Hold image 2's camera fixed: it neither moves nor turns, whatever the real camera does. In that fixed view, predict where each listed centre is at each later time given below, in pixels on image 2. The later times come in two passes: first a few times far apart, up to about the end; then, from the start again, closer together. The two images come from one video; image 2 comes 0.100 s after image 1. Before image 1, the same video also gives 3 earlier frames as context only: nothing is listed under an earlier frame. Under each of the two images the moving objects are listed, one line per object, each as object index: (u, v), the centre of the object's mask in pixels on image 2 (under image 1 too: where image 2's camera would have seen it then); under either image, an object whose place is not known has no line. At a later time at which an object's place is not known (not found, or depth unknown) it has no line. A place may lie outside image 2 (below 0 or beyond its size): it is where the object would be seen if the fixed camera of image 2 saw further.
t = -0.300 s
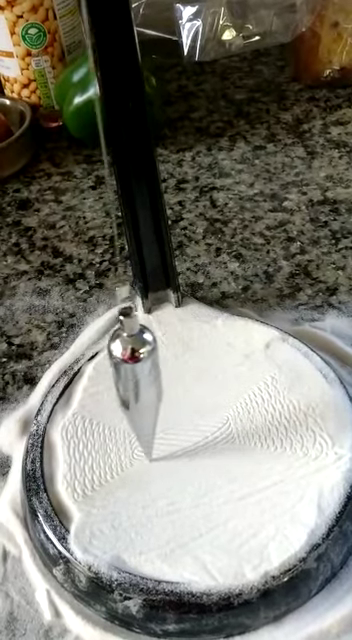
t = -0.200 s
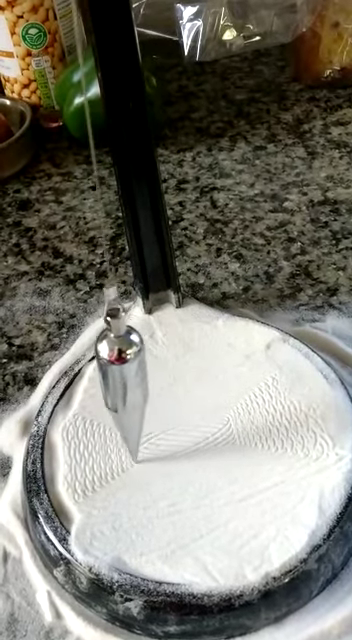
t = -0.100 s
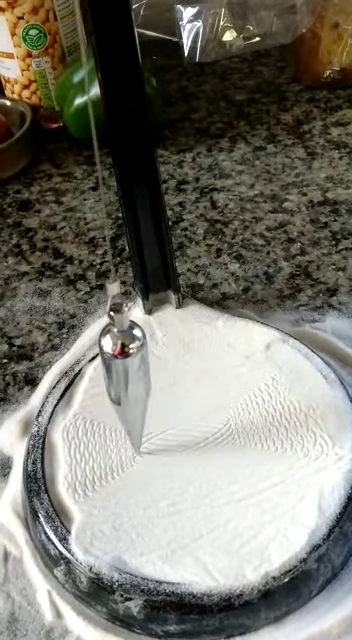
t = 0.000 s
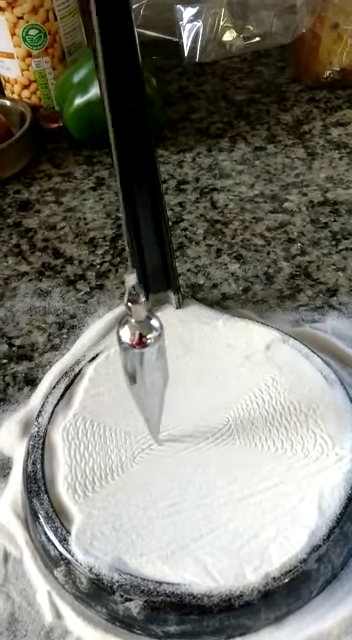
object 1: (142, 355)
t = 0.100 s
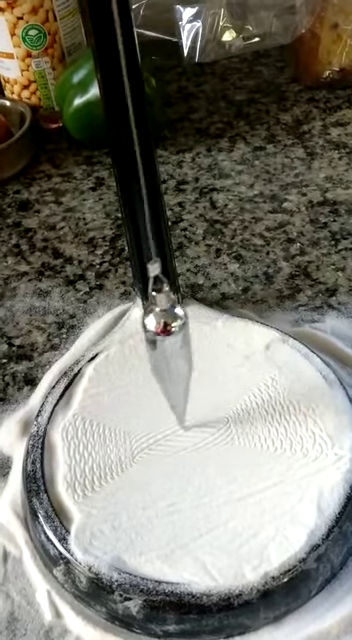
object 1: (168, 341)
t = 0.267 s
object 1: (204, 331)
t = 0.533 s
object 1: (187, 347)
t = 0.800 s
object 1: (124, 374)
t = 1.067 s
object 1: (152, 355)
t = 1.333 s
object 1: (208, 330)
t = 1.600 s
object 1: (178, 347)
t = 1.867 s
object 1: (123, 374)
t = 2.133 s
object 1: (163, 355)
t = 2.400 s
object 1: (210, 331)
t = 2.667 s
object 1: (167, 346)
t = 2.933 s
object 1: (122, 373)
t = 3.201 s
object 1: (173, 355)
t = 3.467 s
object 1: (211, 332)
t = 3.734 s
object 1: (157, 347)
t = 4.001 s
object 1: (124, 372)
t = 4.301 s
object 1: (192, 352)
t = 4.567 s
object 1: (204, 333)
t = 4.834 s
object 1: (139, 350)
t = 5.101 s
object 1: (134, 370)
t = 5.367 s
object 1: (200, 352)
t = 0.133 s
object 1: (177, 339)
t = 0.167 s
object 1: (185, 336)
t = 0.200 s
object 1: (192, 334)
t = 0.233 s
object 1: (199, 332)
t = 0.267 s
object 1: (204, 331)
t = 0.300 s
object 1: (208, 331)
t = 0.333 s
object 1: (210, 330)
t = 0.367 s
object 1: (210, 332)
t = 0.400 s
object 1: (209, 334)
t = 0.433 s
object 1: (205, 337)
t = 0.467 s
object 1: (200, 339)
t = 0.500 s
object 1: (194, 343)
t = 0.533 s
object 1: (187, 347)
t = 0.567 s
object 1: (178, 352)
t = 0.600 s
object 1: (169, 357)
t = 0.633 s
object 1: (160, 361)
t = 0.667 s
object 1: (151, 364)
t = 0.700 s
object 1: (142, 369)
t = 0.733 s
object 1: (135, 370)
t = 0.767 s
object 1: (129, 373)
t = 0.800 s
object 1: (124, 374)
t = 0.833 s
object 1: (122, 374)
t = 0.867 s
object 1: (121, 373)
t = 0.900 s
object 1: (122, 372)
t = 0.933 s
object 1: (126, 370)
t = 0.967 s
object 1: (130, 367)
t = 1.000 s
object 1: (137, 363)
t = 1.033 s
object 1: (144, 359)
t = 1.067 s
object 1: (152, 355)
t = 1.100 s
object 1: (161, 350)
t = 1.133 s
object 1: (169, 345)
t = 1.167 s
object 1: (178, 343)
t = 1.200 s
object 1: (186, 340)
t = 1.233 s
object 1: (193, 336)
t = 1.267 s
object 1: (199, 333)
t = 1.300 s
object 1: (204, 331)
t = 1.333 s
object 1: (208, 330)
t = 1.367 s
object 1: (210, 330)
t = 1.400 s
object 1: (210, 330)
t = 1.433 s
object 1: (208, 332)
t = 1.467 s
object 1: (205, 333)
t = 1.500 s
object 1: (200, 337)
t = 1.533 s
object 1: (193, 340)
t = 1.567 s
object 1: (186, 343)
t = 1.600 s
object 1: (178, 347)
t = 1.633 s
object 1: (168, 351)
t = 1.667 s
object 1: (159, 356)
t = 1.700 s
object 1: (151, 361)
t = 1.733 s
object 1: (142, 364)
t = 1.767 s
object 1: (135, 367)
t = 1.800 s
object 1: (129, 371)
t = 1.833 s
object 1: (125, 373)
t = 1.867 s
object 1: (123, 374)
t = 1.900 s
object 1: (123, 375)
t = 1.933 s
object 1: (124, 374)
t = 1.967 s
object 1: (127, 372)
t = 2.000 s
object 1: (132, 370)
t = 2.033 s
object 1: (139, 368)
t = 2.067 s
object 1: (146, 363)
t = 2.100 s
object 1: (154, 359)
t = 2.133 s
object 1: (163, 355)
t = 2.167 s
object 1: (171, 350)
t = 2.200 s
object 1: (180, 346)
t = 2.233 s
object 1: (188, 343)
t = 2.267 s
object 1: (195, 339)
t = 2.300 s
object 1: (201, 336)
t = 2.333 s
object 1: (206, 334)
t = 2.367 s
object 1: (209, 332)
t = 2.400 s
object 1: (210, 331)
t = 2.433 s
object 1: (210, 330)
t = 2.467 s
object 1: (208, 331)
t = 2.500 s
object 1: (204, 332)
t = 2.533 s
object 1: (199, 334)
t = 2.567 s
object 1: (192, 337)
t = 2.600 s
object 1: (185, 339)
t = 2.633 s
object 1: (176, 343)
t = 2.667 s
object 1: (167, 346)
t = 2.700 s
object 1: (158, 351)
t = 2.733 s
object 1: (149, 356)
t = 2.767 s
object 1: (142, 359)
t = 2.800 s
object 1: (134, 363)
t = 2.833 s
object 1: (129, 367)
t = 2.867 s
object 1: (125, 369)
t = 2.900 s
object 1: (122, 372)
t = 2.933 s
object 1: (122, 373)
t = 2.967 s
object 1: (124, 374)
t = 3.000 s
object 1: (128, 373)
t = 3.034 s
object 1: (133, 372)
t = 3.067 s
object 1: (140, 370)
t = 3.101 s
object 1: (147, 367)
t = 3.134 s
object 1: (156, 363)
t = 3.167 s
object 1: (164, 358)
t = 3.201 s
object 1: (173, 355)
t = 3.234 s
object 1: (182, 351)
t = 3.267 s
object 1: (190, 347)
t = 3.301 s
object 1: (197, 345)
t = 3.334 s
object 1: (202, 340)
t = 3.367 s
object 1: (207, 339)
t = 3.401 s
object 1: (210, 335)
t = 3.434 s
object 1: (211, 333)
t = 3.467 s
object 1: (211, 332)
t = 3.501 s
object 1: (208, 331)
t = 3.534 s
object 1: (204, 332)
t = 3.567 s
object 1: (198, 332)
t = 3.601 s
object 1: (191, 334)
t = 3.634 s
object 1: (184, 337)
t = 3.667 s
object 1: (175, 340)
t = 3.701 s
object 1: (166, 343)
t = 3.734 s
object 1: (157, 347)
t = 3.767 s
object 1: (148, 351)
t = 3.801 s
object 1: (141, 355)
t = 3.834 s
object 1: (134, 359)
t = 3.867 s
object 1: (128, 362)
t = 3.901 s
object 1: (124, 365)
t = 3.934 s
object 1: (123, 368)
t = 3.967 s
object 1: (123, 370)
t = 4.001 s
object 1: (124, 372)
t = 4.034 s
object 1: (128, 372)
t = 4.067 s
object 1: (134, 373)
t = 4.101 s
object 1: (141, 371)
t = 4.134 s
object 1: (149, 368)
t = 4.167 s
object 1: (157, 366)
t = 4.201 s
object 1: (166, 363)
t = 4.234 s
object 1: (175, 359)
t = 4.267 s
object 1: (184, 354)
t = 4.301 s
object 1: (192, 352)
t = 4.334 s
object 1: (199, 347)
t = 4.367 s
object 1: (204, 345)
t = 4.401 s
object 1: (208, 341)
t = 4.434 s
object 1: (211, 339)
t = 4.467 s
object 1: (212, 337)
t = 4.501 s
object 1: (211, 335)
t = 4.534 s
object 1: (208, 334)
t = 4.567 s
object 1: (204, 333)
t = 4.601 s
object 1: (198, 333)
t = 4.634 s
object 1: (191, 335)
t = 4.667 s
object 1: (183, 336)
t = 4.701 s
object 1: (174, 337)
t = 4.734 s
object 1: (164, 340)
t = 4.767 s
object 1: (155, 342)
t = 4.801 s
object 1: (147, 347)
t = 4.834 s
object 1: (139, 350)
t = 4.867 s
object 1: (132, 354)
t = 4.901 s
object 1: (127, 358)
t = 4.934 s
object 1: (124, 361)
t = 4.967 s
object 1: (122, 362)
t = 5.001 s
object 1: (122, 365)
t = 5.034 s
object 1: (124, 368)
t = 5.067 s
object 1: (128, 369)
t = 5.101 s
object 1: (134, 370)
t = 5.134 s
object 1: (141, 370)
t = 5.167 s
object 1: (149, 369)
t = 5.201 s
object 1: (158, 368)
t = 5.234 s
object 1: (167, 364)
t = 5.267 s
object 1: (176, 361)
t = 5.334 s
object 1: (193, 356)
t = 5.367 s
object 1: (200, 352)
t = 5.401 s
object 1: (206, 349)
